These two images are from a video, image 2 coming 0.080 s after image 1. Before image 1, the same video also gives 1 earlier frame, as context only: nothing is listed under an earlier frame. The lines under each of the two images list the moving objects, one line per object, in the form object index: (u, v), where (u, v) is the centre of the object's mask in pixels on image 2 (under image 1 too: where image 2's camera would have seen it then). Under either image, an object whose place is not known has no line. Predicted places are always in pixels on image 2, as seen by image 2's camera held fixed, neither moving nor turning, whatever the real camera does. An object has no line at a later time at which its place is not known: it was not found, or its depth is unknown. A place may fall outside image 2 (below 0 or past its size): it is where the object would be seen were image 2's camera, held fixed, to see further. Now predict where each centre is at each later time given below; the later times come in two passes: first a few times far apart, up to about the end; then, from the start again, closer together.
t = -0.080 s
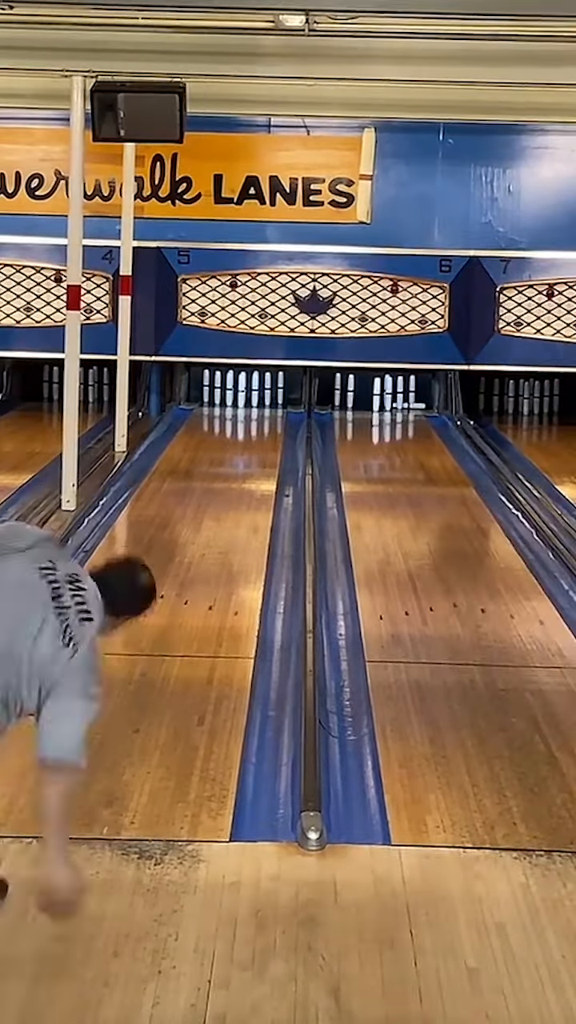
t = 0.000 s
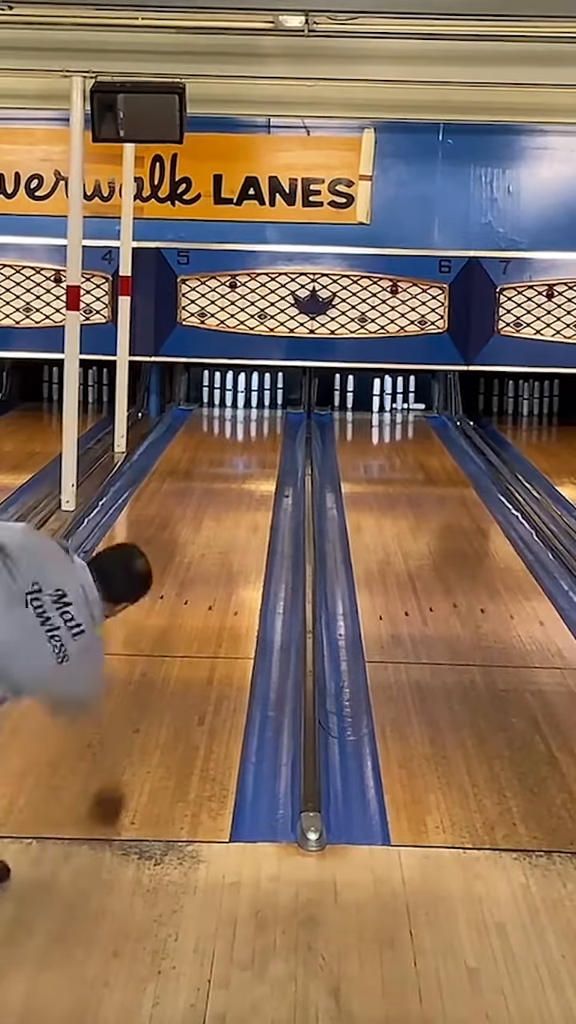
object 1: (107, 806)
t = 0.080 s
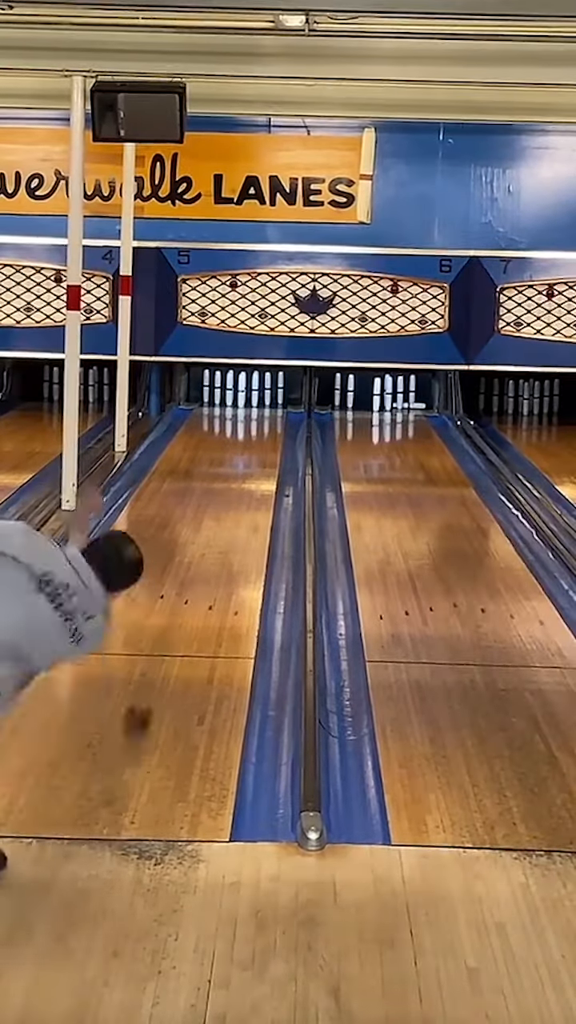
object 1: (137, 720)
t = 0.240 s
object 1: (174, 603)
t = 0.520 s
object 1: (207, 499)
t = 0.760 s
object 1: (222, 450)
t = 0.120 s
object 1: (148, 684)
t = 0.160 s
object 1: (158, 653)
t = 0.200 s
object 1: (166, 629)
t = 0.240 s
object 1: (174, 603)
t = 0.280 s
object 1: (181, 585)
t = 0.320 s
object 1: (186, 567)
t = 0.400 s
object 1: (196, 535)
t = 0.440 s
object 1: (200, 522)
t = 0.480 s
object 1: (203, 510)
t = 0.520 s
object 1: (207, 499)
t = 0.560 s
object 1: (210, 489)
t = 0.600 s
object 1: (213, 480)
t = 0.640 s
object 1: (215, 471)
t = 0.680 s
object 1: (218, 464)
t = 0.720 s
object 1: (220, 456)
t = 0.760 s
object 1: (222, 450)
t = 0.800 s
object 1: (223, 443)
